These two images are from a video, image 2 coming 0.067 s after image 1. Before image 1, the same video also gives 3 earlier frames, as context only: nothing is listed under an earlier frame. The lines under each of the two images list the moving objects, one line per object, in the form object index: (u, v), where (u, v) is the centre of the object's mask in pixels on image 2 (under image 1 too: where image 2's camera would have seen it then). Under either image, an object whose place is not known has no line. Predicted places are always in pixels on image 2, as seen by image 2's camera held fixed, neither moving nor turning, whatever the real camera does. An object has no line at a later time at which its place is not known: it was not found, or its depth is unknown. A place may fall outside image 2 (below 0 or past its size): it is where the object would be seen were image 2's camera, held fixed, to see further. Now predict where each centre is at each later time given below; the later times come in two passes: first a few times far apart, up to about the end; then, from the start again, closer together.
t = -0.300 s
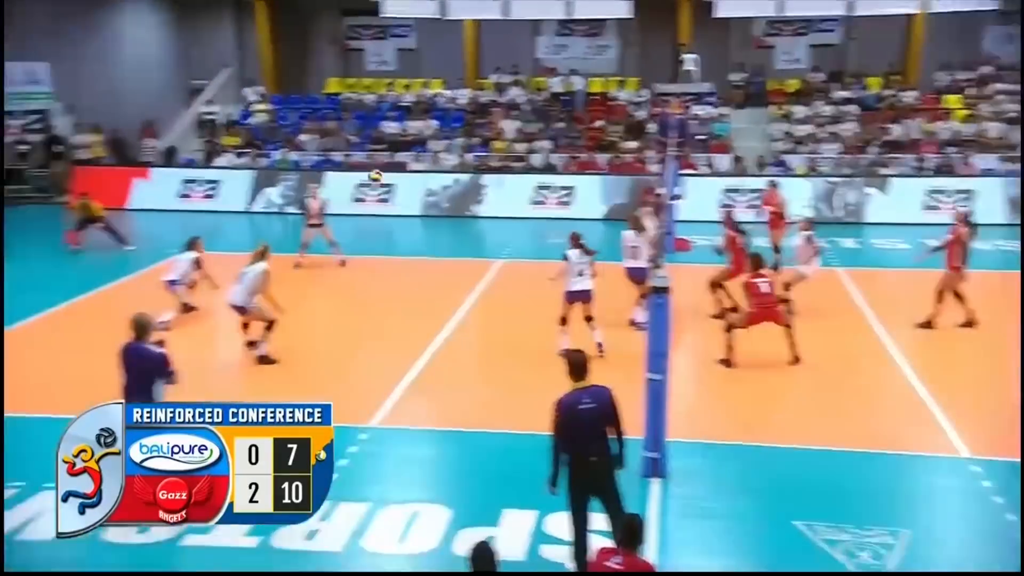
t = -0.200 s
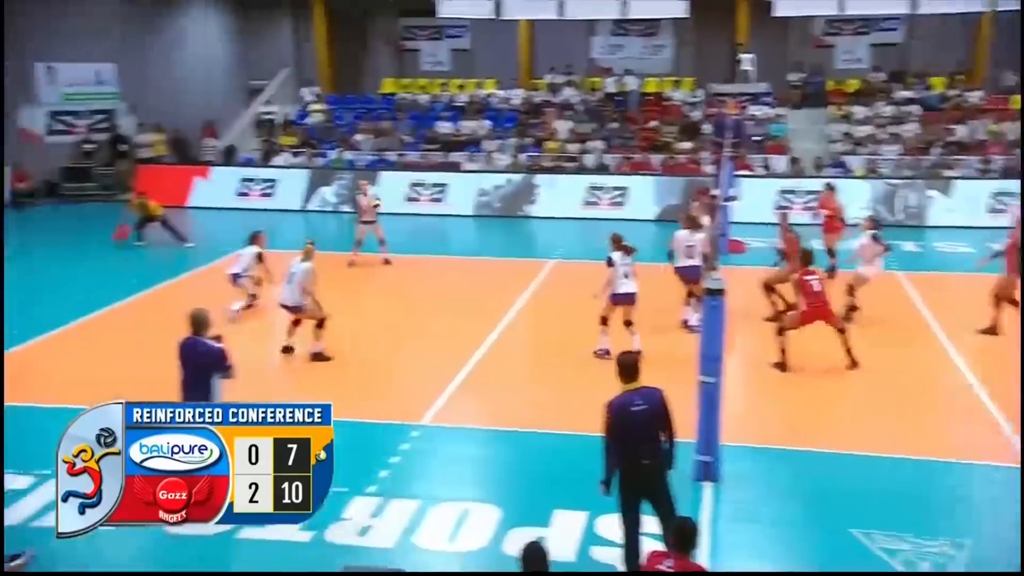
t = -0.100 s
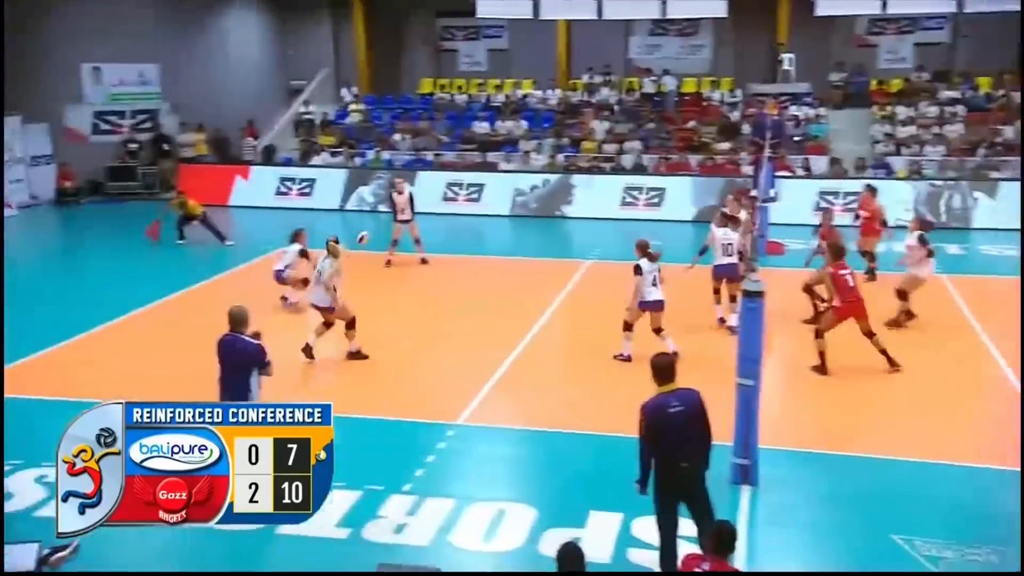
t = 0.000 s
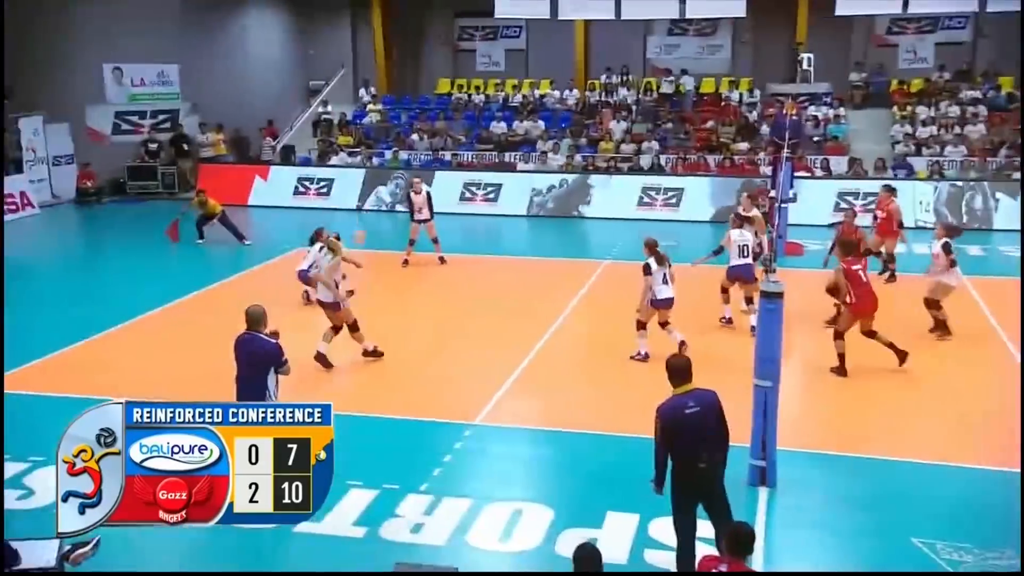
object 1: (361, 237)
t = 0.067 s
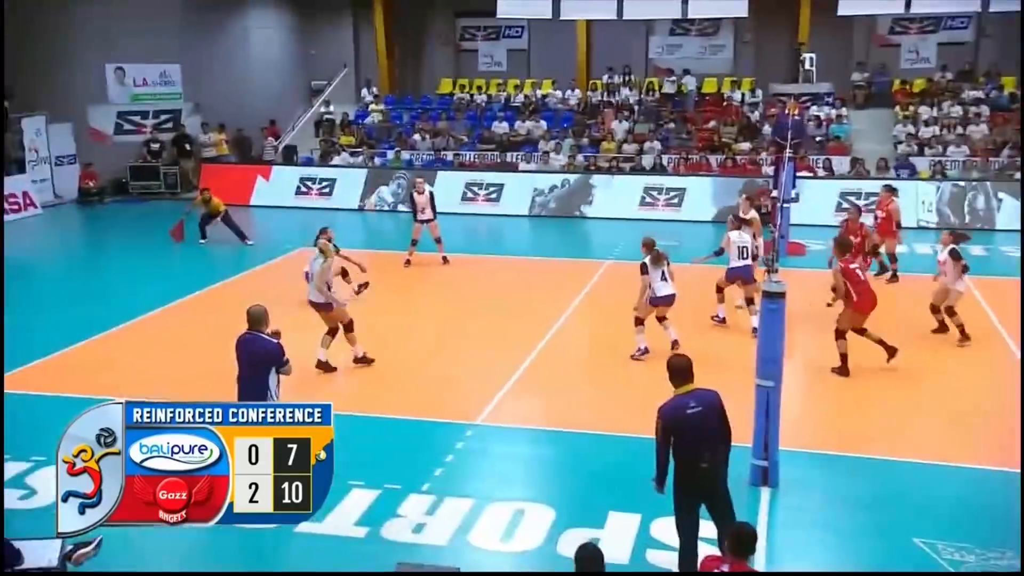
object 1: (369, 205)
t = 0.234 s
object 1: (395, 131)
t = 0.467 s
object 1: (429, 54)
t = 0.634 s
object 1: (453, 22)
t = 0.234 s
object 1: (395, 131)
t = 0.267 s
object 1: (399, 117)
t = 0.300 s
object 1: (405, 106)
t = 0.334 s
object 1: (410, 94)
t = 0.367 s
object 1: (415, 82)
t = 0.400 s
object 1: (419, 73)
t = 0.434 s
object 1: (423, 65)
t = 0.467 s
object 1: (429, 54)
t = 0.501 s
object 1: (433, 46)
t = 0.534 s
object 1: (437, 38)
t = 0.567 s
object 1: (442, 32)
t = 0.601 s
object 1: (447, 27)
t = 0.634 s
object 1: (453, 22)
